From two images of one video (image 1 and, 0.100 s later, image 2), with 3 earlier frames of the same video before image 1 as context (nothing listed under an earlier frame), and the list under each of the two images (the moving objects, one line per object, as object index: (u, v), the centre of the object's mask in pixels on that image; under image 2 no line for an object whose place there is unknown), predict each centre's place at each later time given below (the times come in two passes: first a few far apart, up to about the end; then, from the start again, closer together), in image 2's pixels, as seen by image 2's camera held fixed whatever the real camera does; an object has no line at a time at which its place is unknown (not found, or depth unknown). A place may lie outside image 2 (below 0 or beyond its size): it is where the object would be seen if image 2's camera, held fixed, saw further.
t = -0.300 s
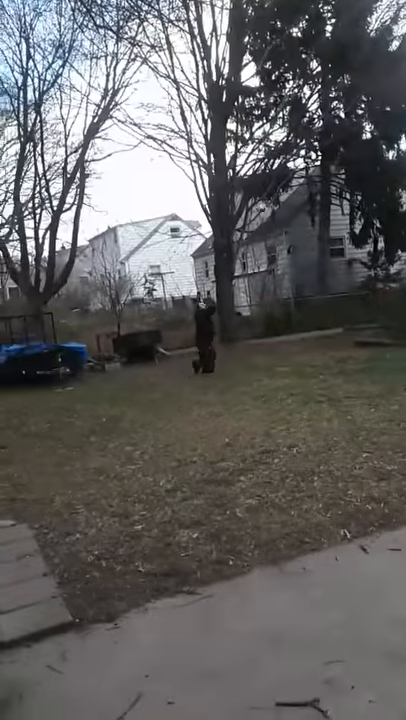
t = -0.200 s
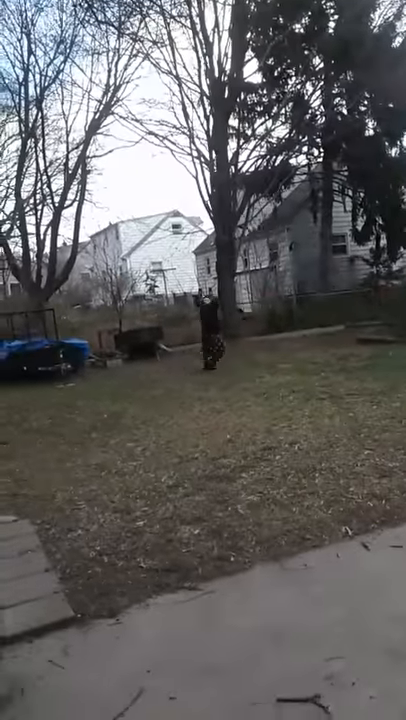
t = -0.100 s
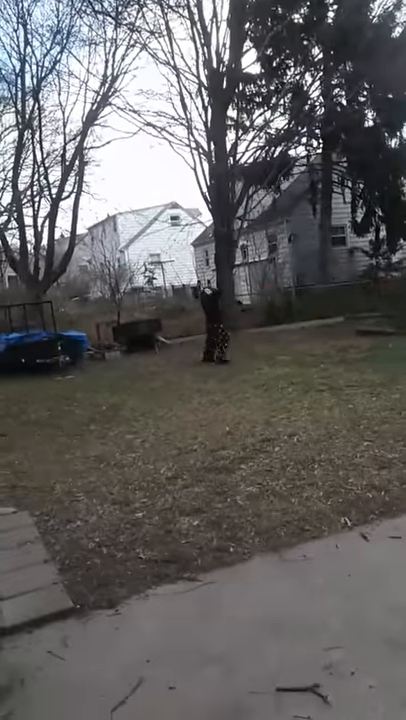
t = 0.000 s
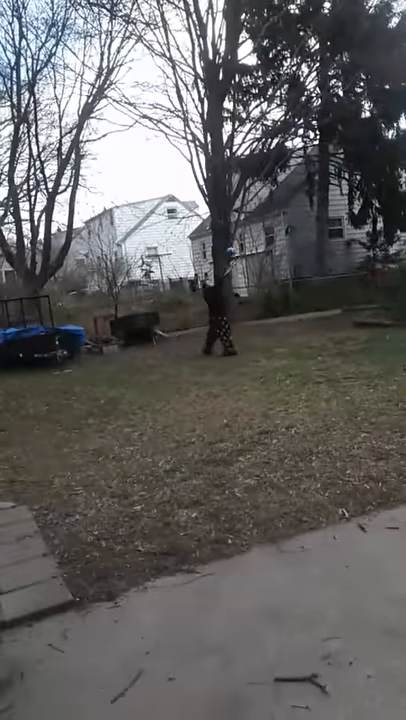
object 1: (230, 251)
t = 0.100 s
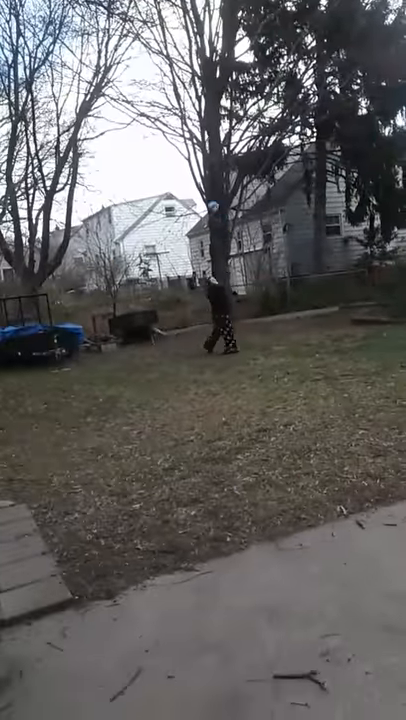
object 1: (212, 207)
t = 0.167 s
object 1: (203, 178)
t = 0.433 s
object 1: (160, 48)
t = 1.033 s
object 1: (115, -203)
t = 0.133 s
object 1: (208, 191)
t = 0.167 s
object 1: (203, 178)
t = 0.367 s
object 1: (167, 76)
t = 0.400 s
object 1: (164, 62)
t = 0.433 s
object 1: (160, 48)
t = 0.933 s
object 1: (120, -160)
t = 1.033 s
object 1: (115, -203)
